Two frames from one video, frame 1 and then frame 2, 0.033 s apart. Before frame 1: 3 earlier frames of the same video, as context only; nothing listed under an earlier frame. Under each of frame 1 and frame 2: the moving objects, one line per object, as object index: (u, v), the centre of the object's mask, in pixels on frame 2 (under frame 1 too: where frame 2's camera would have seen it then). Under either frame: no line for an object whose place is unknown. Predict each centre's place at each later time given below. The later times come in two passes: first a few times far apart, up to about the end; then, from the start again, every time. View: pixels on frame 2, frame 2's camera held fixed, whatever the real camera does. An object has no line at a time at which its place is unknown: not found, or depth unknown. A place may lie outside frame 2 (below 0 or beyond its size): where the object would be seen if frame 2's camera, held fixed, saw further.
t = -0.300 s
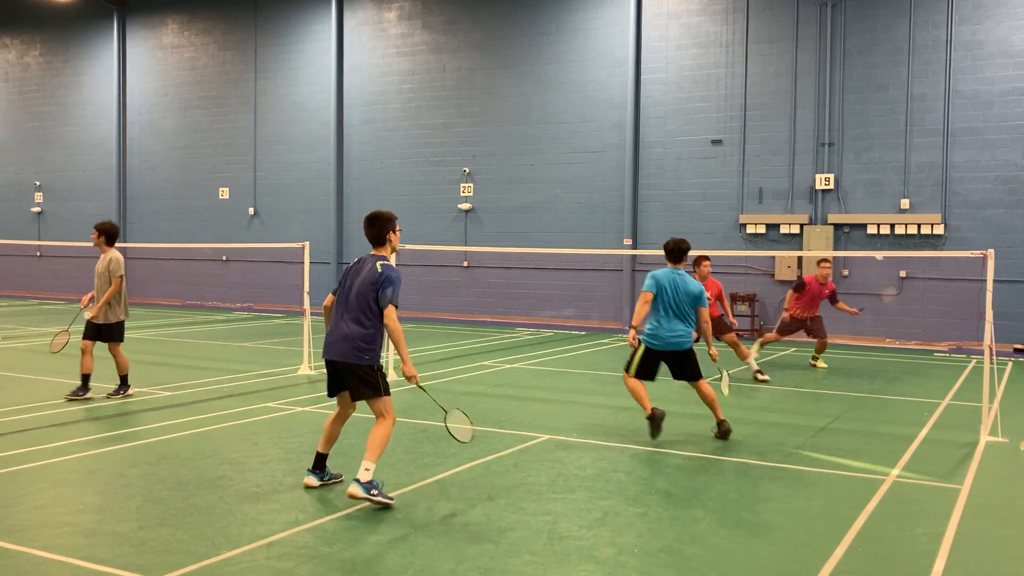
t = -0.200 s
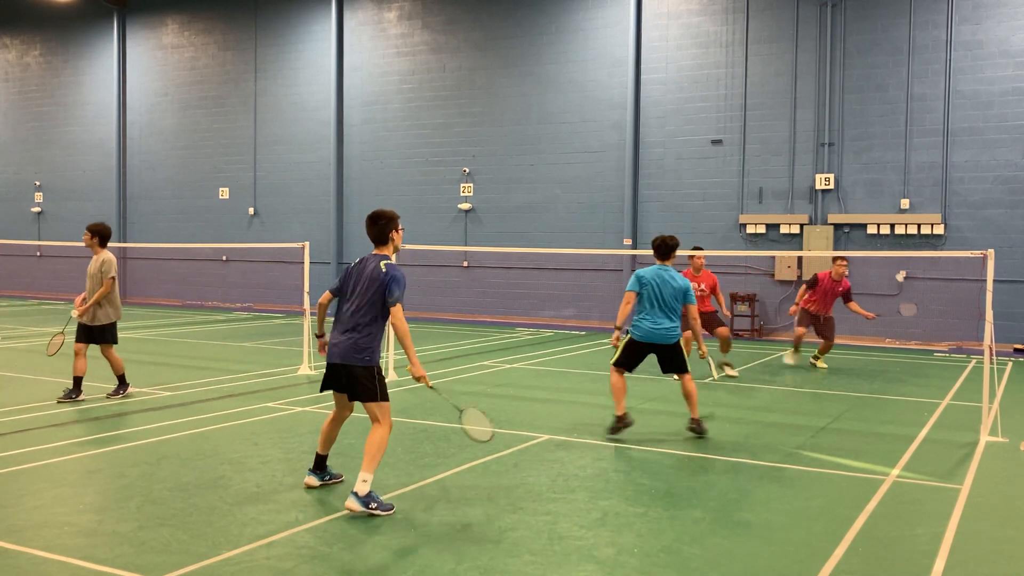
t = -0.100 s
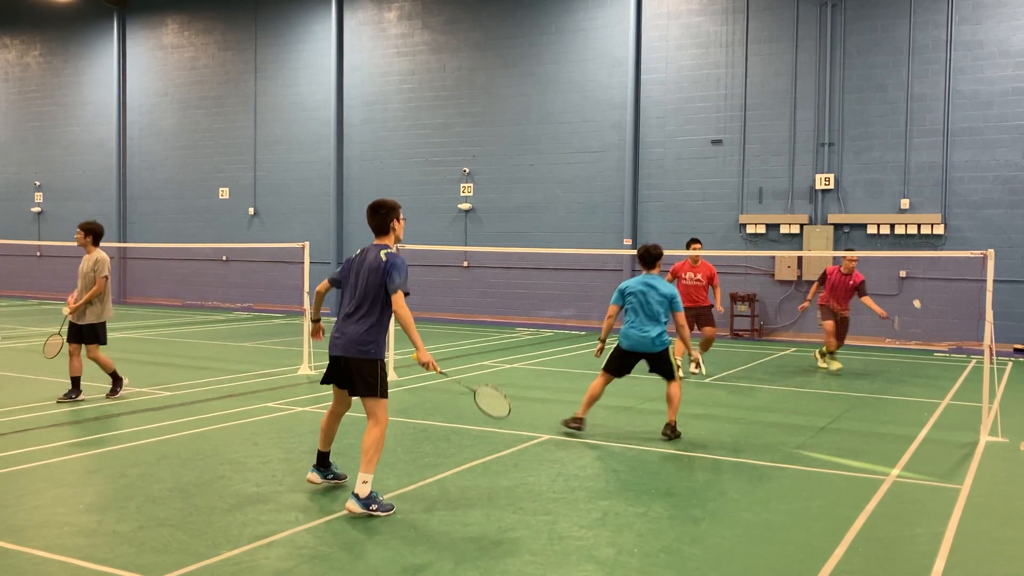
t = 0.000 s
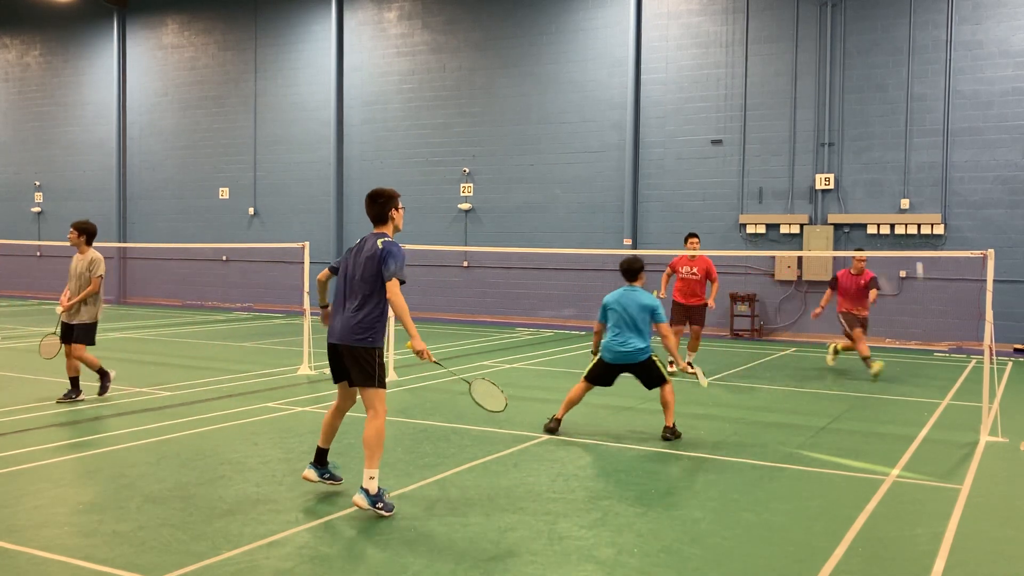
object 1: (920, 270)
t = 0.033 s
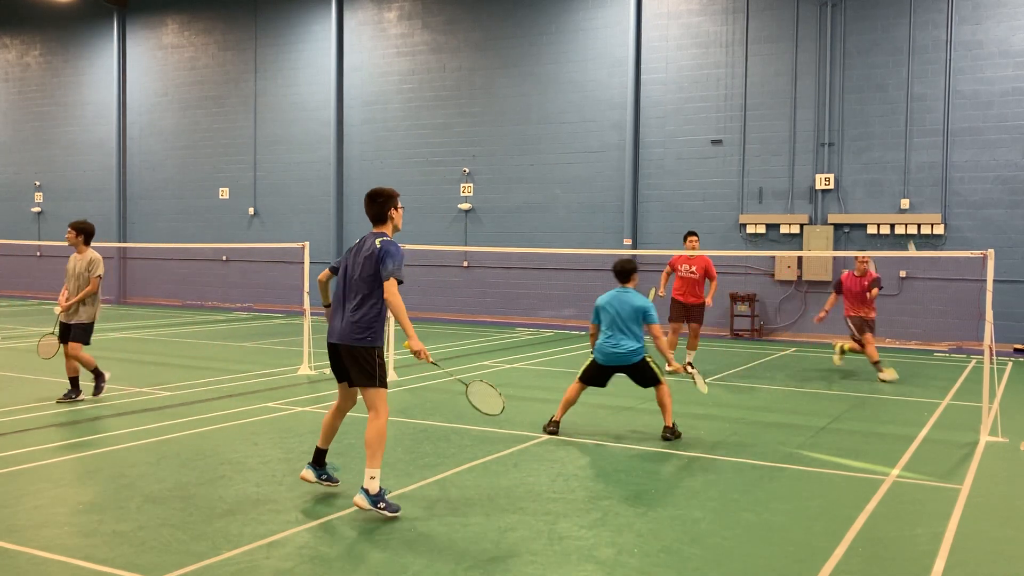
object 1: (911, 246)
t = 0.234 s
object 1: (882, 141)
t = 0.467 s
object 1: (844, 79)
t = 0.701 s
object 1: (798, 96)
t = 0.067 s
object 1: (906, 226)
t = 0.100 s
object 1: (902, 207)
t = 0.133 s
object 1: (897, 188)
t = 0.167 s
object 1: (892, 171)
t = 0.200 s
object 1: (887, 155)
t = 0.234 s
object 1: (882, 141)
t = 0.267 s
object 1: (876, 128)
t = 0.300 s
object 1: (871, 116)
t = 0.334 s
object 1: (866, 106)
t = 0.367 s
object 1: (861, 97)
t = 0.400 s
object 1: (855, 89)
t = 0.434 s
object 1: (850, 83)
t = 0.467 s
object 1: (844, 79)
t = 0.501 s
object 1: (838, 76)
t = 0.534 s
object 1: (832, 75)
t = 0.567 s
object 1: (826, 75)
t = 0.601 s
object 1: (819, 78)
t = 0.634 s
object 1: (812, 82)
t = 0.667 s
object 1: (806, 88)
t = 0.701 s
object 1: (798, 96)
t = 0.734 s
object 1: (791, 107)
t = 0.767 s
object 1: (783, 119)
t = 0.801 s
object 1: (775, 134)
